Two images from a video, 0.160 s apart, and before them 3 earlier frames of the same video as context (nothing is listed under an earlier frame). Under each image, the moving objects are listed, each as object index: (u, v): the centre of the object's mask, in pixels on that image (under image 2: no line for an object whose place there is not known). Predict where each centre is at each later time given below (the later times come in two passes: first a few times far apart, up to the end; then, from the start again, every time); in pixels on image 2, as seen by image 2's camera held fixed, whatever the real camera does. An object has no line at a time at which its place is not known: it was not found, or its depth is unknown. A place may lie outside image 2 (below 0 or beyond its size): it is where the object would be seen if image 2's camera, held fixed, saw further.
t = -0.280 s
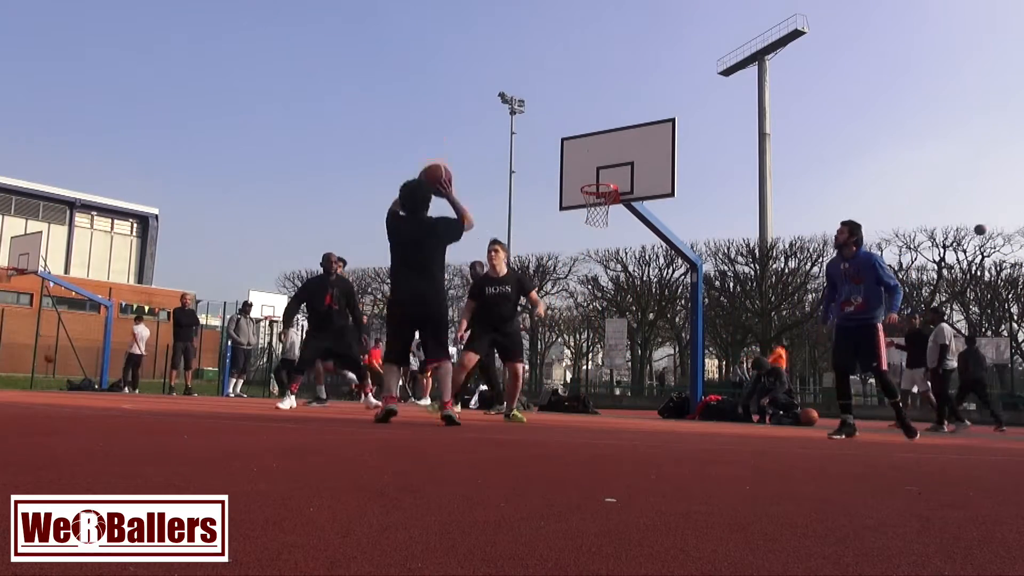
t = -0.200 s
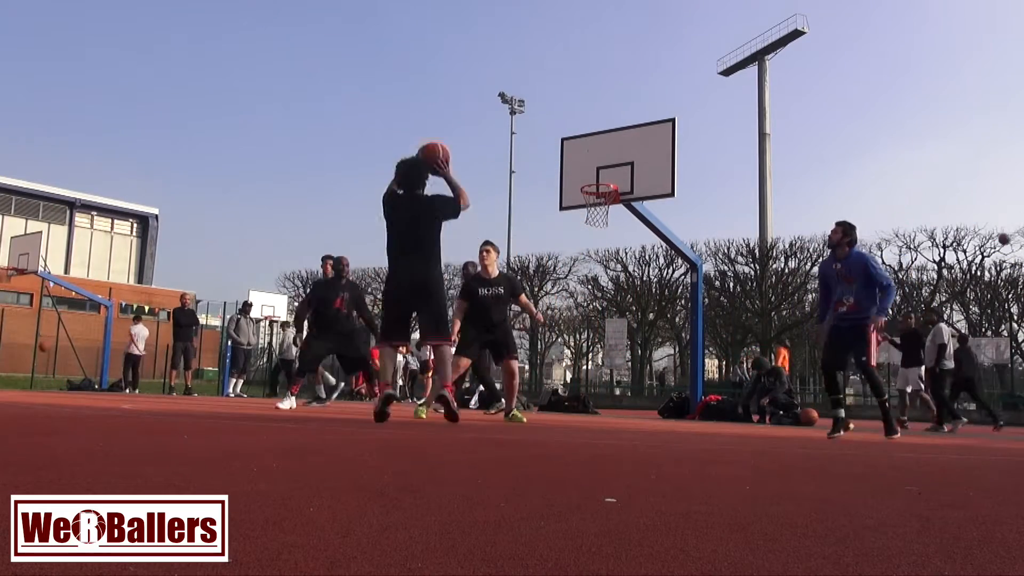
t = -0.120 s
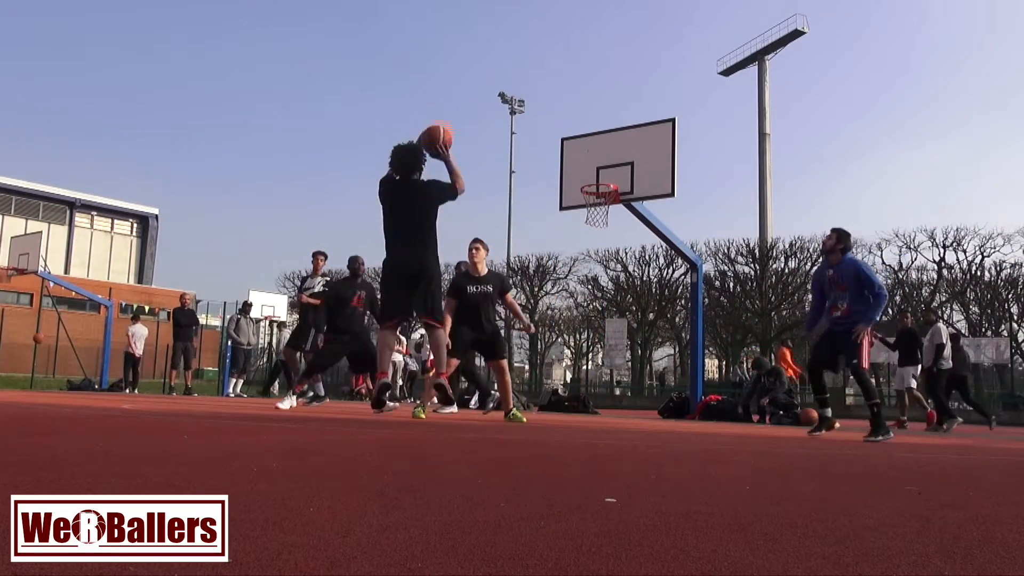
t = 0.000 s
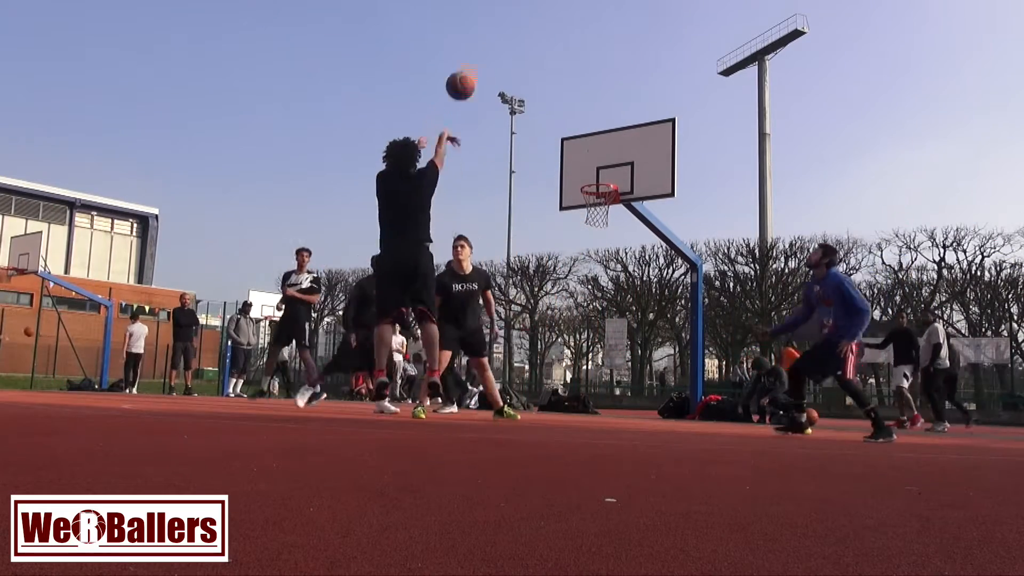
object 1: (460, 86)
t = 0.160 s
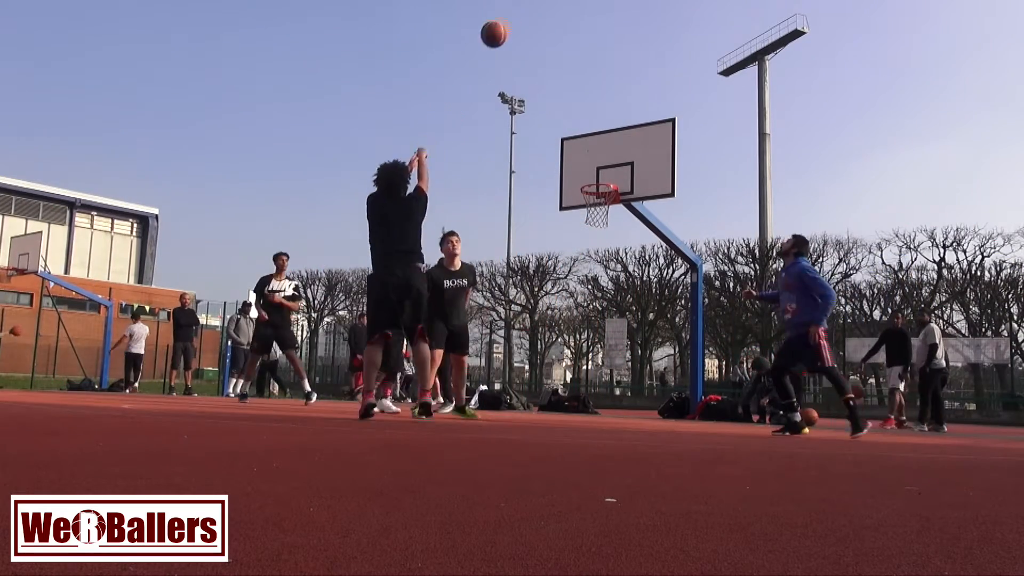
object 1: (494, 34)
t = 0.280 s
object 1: (514, 17)
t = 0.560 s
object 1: (552, 31)
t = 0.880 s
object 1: (582, 114)
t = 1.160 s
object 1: (600, 211)
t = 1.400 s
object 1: (608, 253)
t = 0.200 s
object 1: (501, 26)
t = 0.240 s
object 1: (508, 21)
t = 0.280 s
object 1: (514, 17)
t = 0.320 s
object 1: (521, 15)
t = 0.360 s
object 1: (527, 14)
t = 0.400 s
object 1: (532, 15)
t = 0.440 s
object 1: (537, 17)
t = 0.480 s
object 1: (542, 20)
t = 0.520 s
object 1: (547, 25)
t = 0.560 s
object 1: (552, 31)
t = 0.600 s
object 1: (556, 38)
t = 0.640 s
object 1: (560, 46)
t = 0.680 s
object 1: (564, 55)
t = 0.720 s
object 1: (568, 65)
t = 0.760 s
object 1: (572, 76)
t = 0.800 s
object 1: (575, 88)
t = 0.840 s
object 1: (578, 101)
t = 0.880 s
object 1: (582, 114)
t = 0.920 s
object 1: (585, 129)
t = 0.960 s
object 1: (588, 144)
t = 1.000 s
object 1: (590, 160)
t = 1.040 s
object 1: (592, 177)
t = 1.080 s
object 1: (596, 196)
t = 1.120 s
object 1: (598, 207)
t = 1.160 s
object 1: (600, 211)
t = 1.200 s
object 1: (601, 216)
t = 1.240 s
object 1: (602, 221)
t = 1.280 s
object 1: (604, 227)
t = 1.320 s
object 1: (605, 235)
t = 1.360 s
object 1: (606, 243)
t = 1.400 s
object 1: (608, 253)
